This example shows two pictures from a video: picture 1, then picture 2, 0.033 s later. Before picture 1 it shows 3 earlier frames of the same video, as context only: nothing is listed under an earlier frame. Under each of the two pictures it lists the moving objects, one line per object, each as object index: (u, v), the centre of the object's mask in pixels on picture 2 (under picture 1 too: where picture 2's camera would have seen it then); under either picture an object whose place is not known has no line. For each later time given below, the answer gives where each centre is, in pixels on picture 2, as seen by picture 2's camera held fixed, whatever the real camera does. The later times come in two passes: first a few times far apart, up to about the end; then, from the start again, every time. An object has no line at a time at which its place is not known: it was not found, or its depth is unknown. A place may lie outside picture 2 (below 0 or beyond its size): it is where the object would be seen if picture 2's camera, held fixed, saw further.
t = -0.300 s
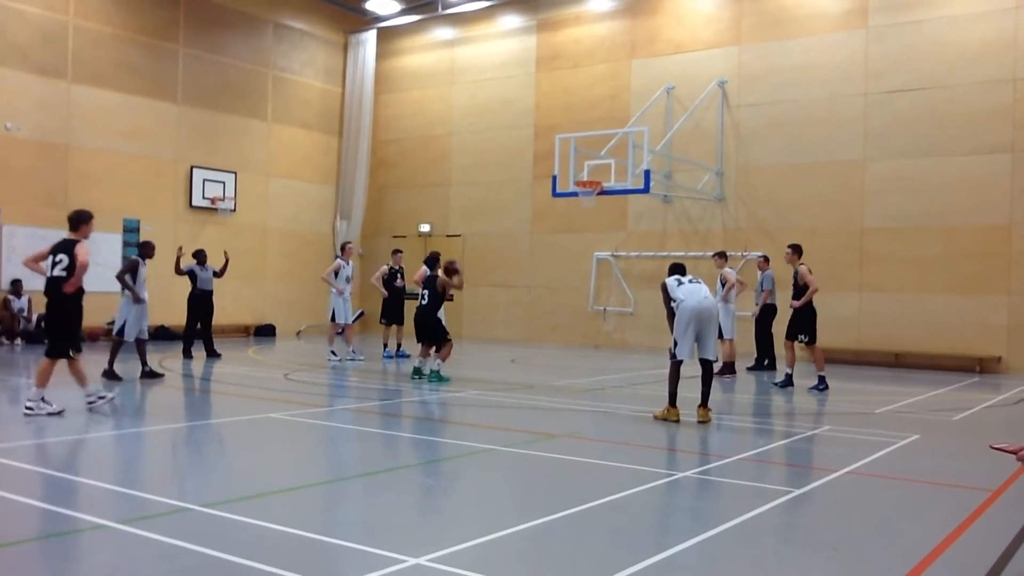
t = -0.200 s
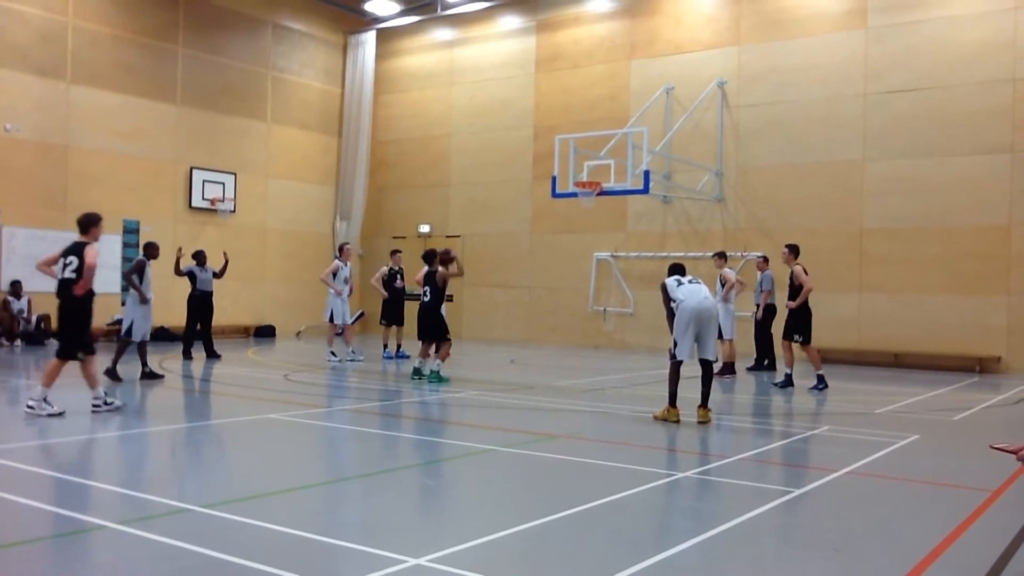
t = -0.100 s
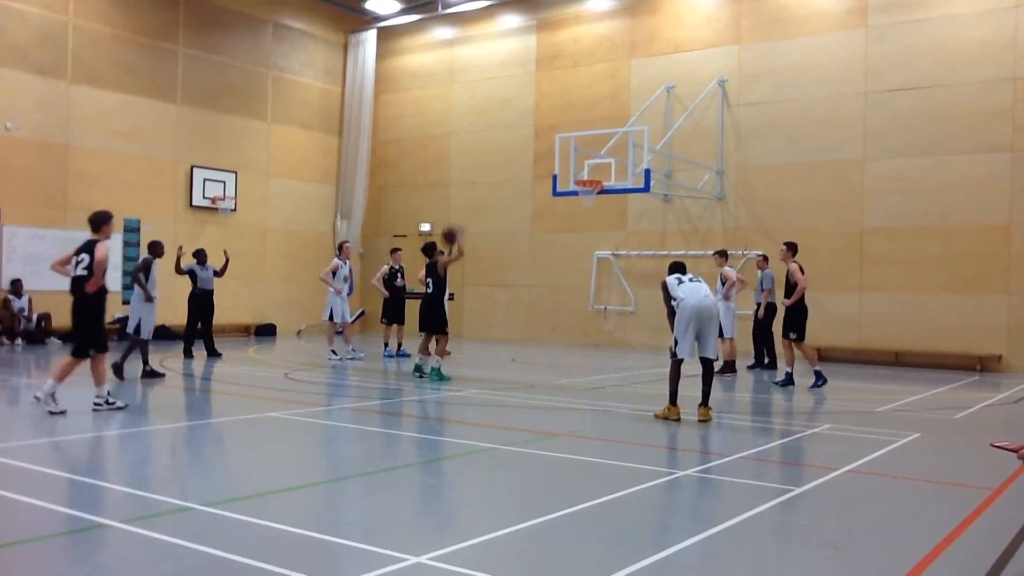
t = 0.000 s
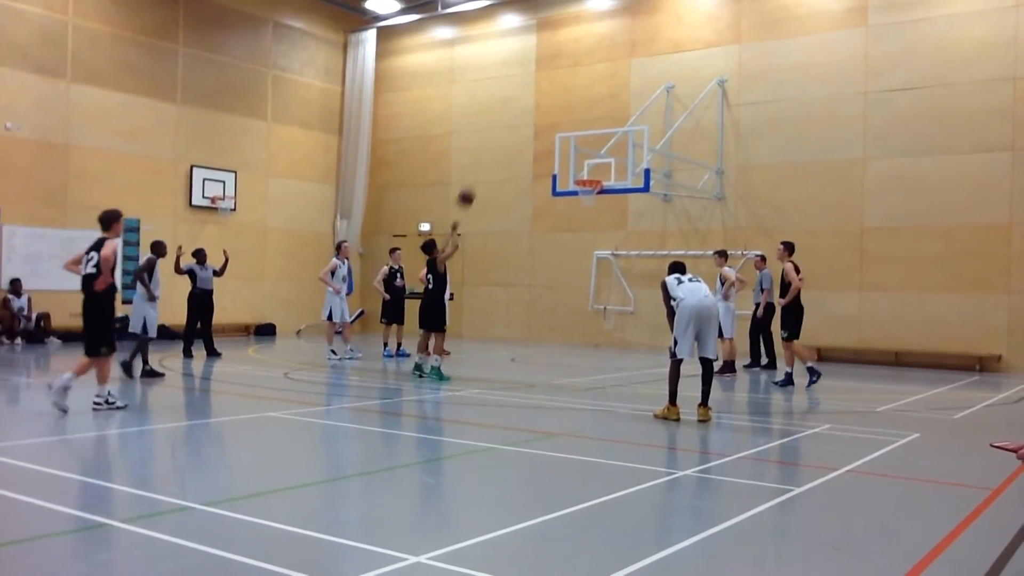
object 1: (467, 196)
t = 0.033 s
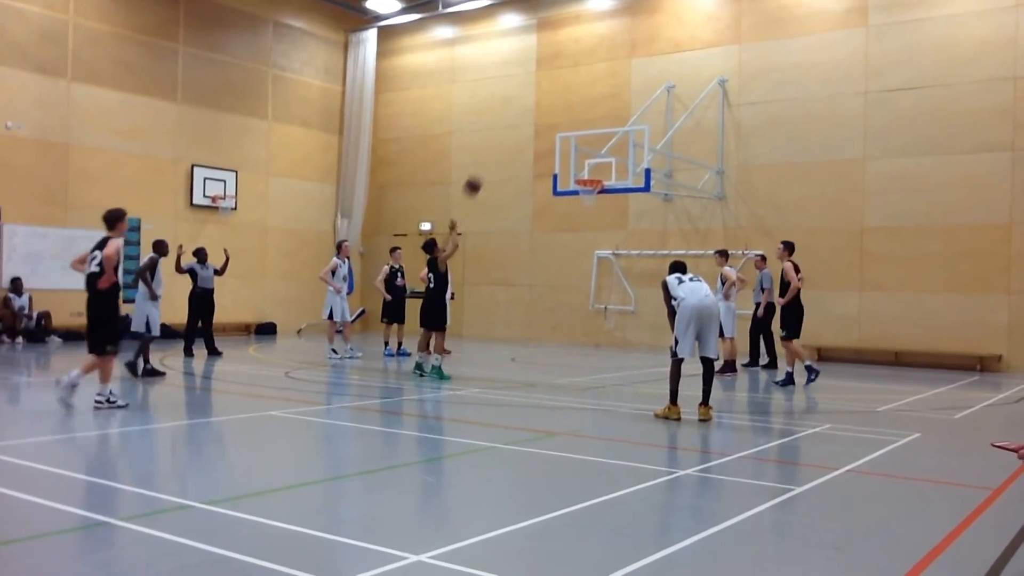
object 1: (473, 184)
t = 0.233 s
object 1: (505, 139)
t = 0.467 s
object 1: (538, 122)
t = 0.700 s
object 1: (566, 140)
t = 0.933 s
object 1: (587, 181)
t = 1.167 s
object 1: (580, 215)
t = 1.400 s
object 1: (567, 275)
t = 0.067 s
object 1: (478, 176)
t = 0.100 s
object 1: (484, 166)
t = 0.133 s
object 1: (490, 158)
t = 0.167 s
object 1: (495, 150)
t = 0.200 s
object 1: (500, 144)
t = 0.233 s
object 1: (505, 139)
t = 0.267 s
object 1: (510, 134)
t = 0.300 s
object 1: (515, 130)
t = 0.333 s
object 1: (520, 127)
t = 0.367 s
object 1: (525, 124)
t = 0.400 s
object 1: (530, 123)
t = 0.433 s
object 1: (534, 122)
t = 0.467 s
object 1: (538, 122)
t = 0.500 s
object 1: (542, 123)
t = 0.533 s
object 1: (547, 123)
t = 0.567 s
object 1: (550, 125)
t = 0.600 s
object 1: (554, 128)
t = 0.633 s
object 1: (558, 131)
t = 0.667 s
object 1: (563, 135)
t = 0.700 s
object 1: (566, 140)
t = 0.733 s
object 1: (570, 145)
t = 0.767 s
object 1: (573, 150)
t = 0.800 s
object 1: (577, 156)
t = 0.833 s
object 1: (580, 163)
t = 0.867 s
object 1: (583, 171)
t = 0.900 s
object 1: (587, 175)
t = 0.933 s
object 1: (587, 181)
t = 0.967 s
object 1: (589, 187)
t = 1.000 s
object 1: (589, 192)
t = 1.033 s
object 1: (587, 195)
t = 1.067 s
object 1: (586, 199)
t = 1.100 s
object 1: (584, 203)
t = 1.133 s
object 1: (582, 208)
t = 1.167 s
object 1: (580, 215)
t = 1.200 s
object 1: (578, 221)
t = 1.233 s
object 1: (577, 228)
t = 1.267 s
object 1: (575, 236)
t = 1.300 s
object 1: (573, 245)
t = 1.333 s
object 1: (571, 254)
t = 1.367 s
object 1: (569, 264)
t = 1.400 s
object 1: (567, 275)
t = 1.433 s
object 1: (565, 287)
